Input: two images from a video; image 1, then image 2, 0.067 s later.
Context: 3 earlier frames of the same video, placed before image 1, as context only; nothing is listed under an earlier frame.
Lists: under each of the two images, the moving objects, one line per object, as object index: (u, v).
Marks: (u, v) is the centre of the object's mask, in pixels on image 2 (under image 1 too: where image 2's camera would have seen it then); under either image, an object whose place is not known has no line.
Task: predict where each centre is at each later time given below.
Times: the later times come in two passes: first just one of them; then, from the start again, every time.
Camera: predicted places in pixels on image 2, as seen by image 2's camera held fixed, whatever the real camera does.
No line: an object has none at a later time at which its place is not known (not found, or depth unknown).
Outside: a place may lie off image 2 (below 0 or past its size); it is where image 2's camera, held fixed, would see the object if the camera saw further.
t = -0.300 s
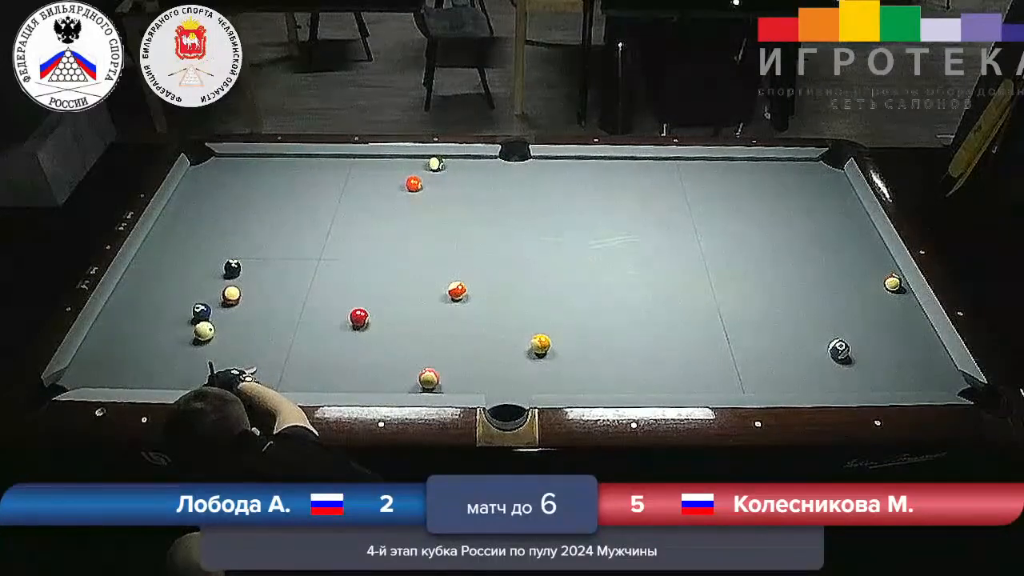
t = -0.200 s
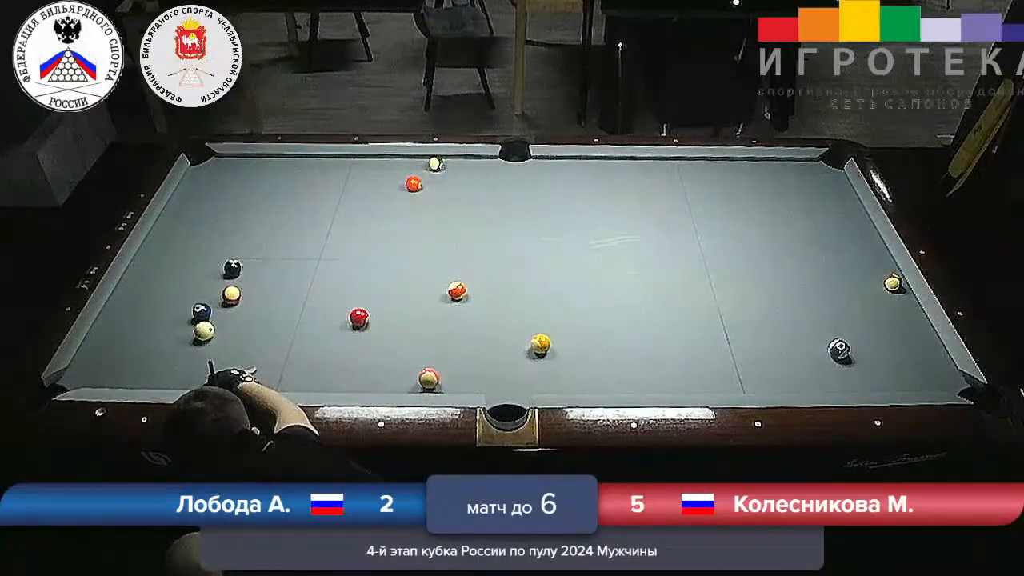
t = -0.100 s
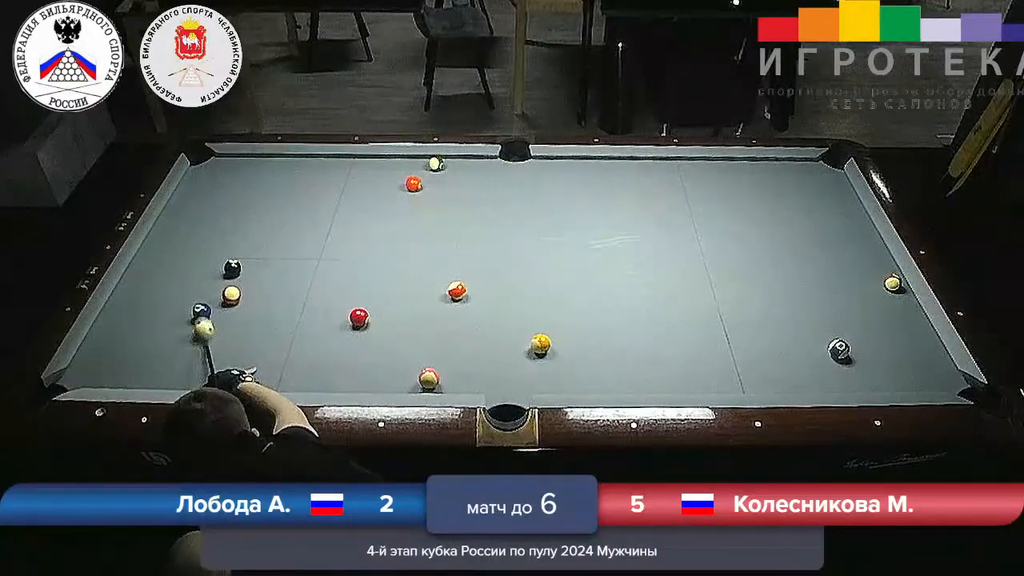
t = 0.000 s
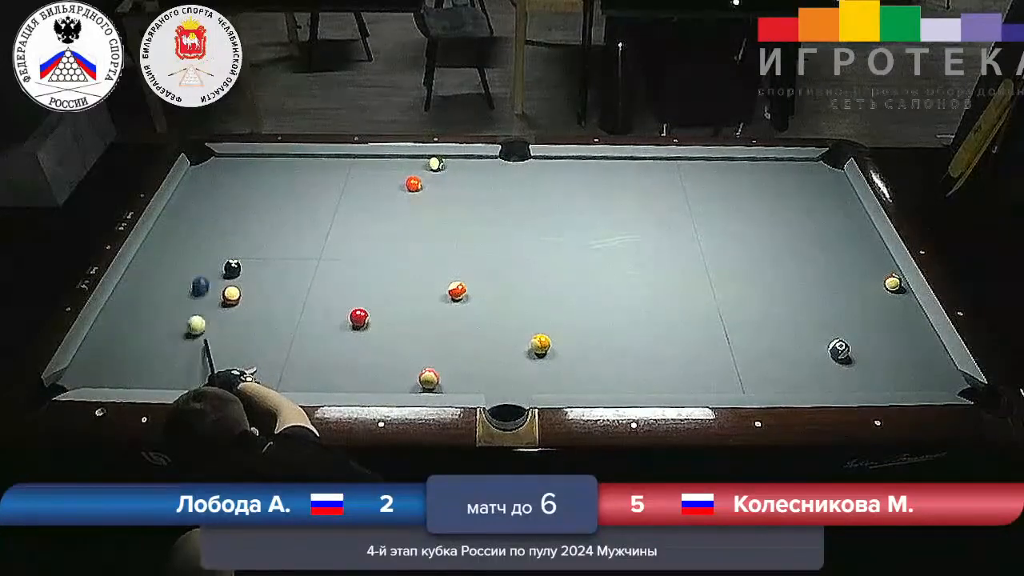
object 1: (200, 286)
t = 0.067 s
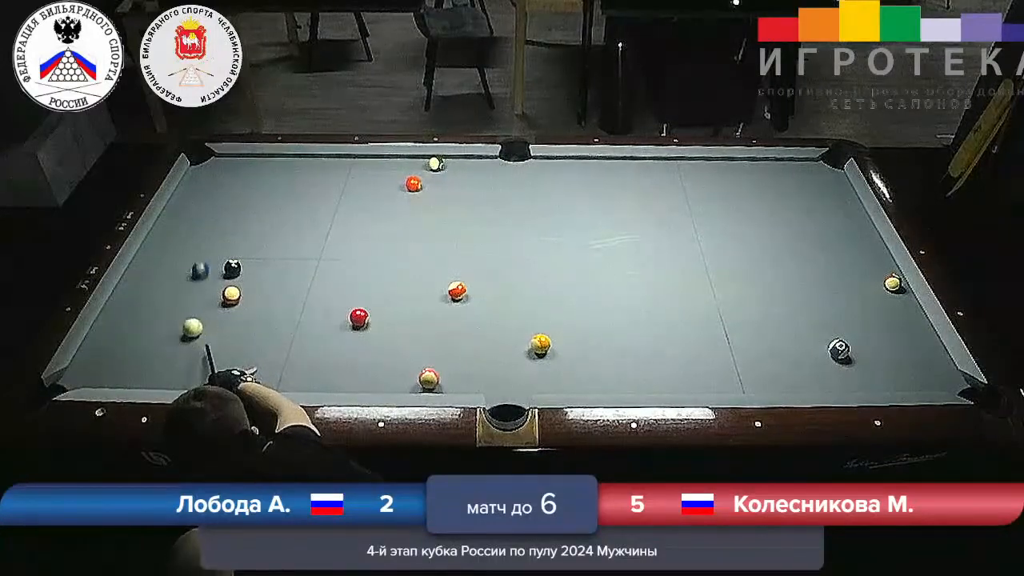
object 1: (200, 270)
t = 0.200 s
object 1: (198, 236)
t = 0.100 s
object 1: (199, 261)
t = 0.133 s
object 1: (199, 248)
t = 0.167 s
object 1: (198, 240)
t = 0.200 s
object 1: (198, 236)
